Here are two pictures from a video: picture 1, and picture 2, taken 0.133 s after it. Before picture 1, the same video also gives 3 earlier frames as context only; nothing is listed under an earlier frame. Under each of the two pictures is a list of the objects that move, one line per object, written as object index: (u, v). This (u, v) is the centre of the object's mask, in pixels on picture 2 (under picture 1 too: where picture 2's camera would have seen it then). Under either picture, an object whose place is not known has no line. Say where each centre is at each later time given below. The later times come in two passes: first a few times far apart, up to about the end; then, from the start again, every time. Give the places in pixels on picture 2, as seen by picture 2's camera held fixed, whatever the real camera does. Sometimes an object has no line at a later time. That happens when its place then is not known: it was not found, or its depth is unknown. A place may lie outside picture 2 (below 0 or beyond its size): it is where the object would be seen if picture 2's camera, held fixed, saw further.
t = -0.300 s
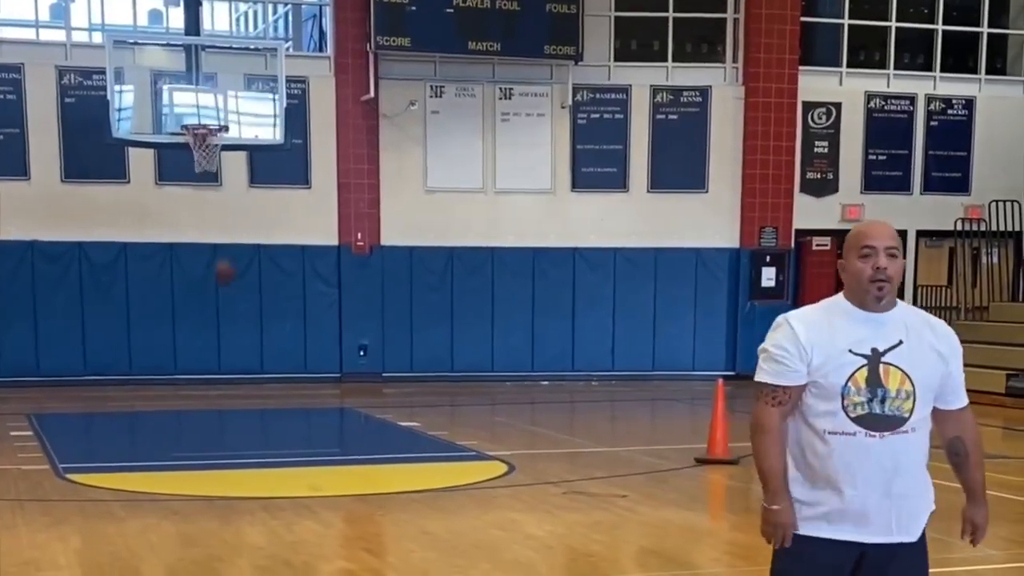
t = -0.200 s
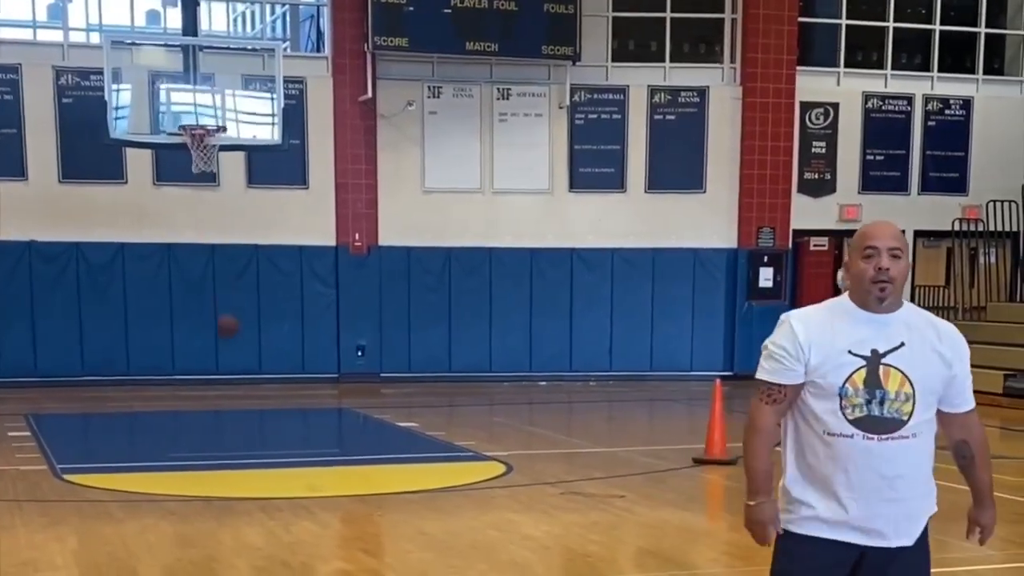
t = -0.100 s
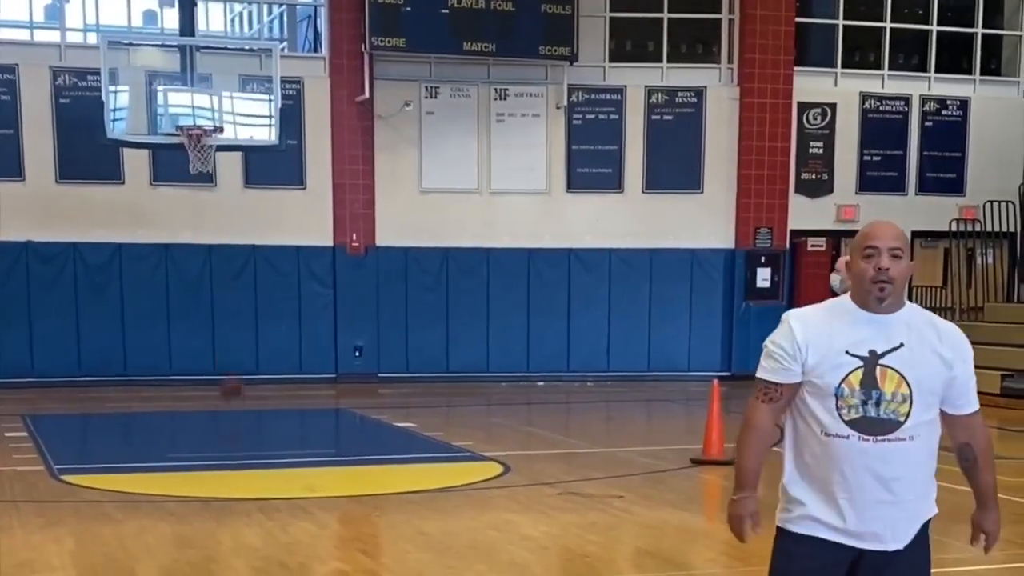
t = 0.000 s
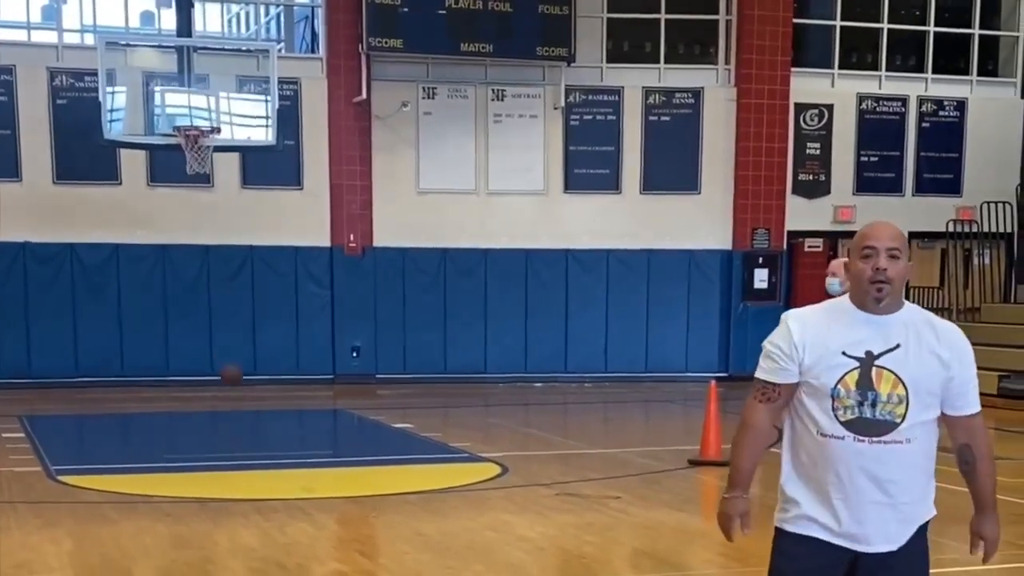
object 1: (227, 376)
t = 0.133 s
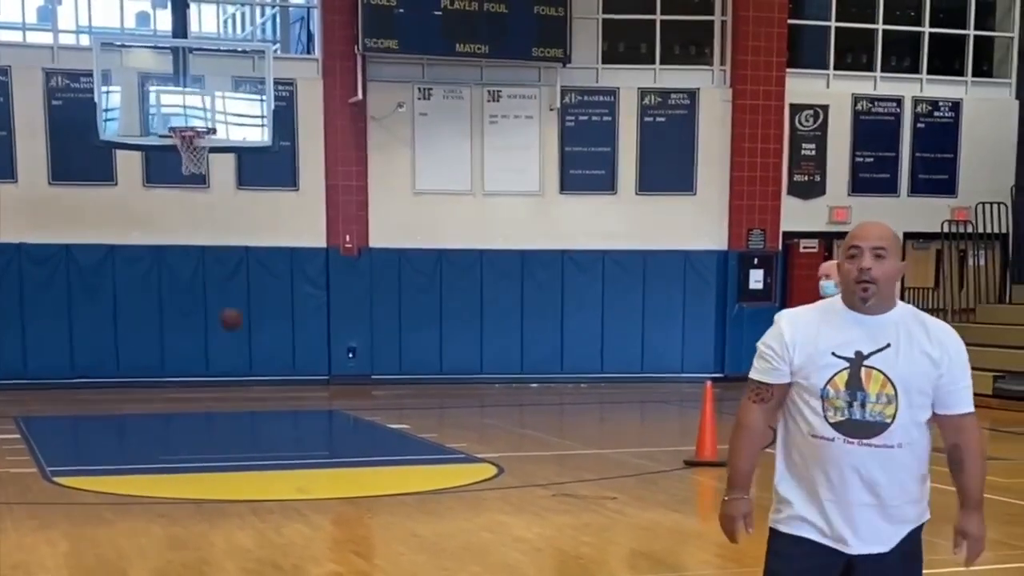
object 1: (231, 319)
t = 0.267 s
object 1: (235, 278)
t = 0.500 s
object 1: (243, 248)
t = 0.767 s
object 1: (254, 268)
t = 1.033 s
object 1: (266, 343)
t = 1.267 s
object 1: (275, 352)
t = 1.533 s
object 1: (282, 297)
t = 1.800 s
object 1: (289, 295)
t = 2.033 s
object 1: (298, 335)
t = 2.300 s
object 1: (307, 352)
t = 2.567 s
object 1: (315, 319)
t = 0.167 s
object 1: (232, 307)
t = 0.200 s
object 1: (233, 296)
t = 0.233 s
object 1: (234, 287)
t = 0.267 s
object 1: (235, 278)
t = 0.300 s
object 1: (236, 271)
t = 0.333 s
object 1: (237, 265)
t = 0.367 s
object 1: (238, 260)
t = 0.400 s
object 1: (241, 254)
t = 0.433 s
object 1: (242, 252)
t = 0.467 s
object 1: (243, 249)
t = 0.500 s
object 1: (243, 248)
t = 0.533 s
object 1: (244, 247)
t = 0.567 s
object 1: (246, 248)
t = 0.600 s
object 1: (247, 248)
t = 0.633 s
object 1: (249, 251)
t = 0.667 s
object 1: (250, 253)
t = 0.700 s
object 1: (252, 257)
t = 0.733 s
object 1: (254, 261)
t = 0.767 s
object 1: (254, 268)
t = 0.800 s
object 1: (257, 274)
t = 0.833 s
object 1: (258, 282)
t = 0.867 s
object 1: (259, 291)
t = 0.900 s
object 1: (261, 300)
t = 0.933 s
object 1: (261, 309)
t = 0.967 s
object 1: (262, 319)
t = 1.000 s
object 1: (264, 331)
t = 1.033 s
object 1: (266, 343)
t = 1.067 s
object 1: (267, 356)
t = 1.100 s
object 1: (269, 367)
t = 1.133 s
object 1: (270, 385)
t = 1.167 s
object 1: (272, 389)
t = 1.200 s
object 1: (273, 375)
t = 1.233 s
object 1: (274, 362)
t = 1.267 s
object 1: (275, 352)
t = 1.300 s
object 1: (275, 342)
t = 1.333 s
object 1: (277, 332)
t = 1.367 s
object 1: (277, 325)
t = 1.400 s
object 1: (278, 316)
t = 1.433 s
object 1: (280, 311)
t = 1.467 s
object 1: (280, 305)
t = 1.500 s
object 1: (281, 300)
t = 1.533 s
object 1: (282, 297)
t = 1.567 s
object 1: (282, 293)
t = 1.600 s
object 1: (283, 291)
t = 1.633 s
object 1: (284, 290)
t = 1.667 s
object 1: (286, 290)
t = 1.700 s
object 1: (287, 290)
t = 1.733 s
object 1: (287, 291)
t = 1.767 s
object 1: (289, 292)
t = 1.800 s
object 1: (289, 295)
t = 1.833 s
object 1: (292, 299)
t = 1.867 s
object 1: (292, 303)
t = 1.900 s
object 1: (293, 308)
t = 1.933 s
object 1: (295, 315)
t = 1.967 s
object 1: (297, 321)
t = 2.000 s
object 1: (298, 328)
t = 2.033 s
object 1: (298, 335)
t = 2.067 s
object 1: (300, 344)
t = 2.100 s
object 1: (301, 354)
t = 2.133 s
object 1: (303, 364)
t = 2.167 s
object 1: (303, 375)
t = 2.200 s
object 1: (304, 375)
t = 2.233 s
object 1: (305, 367)
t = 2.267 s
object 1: (305, 358)
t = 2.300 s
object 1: (307, 352)
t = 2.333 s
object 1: (308, 345)
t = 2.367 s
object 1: (309, 340)
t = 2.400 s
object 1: (309, 334)
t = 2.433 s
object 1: (311, 330)
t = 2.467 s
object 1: (311, 326)
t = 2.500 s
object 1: (312, 324)
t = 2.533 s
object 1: (313, 321)
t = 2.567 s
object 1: (315, 319)
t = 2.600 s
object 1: (315, 318)
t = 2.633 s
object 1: (316, 318)
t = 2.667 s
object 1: (317, 318)
